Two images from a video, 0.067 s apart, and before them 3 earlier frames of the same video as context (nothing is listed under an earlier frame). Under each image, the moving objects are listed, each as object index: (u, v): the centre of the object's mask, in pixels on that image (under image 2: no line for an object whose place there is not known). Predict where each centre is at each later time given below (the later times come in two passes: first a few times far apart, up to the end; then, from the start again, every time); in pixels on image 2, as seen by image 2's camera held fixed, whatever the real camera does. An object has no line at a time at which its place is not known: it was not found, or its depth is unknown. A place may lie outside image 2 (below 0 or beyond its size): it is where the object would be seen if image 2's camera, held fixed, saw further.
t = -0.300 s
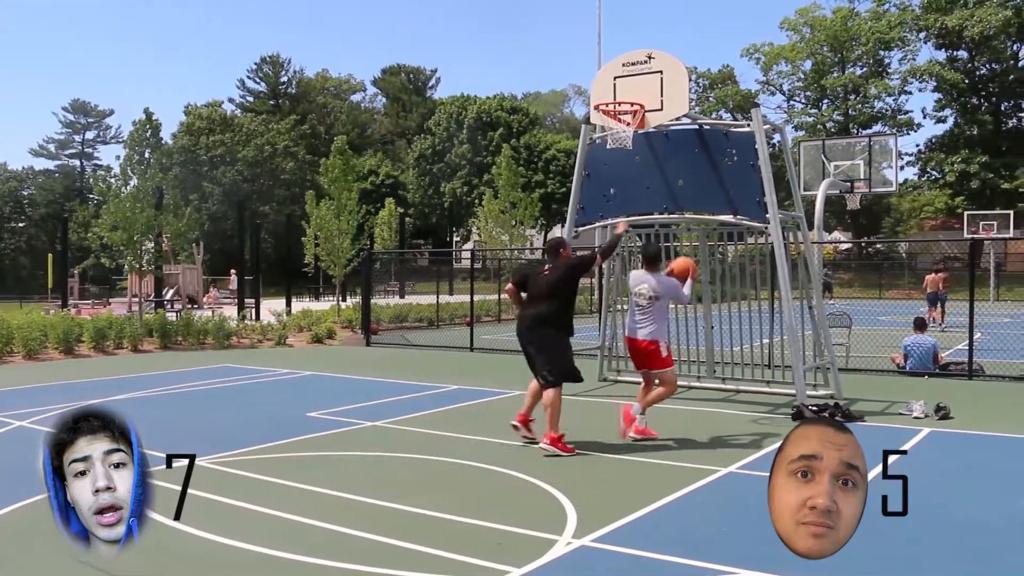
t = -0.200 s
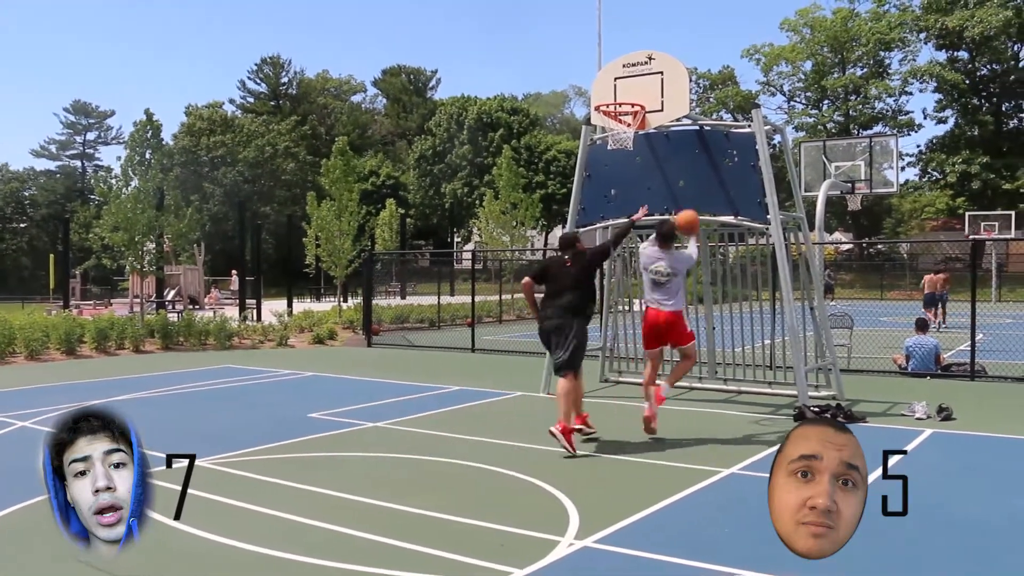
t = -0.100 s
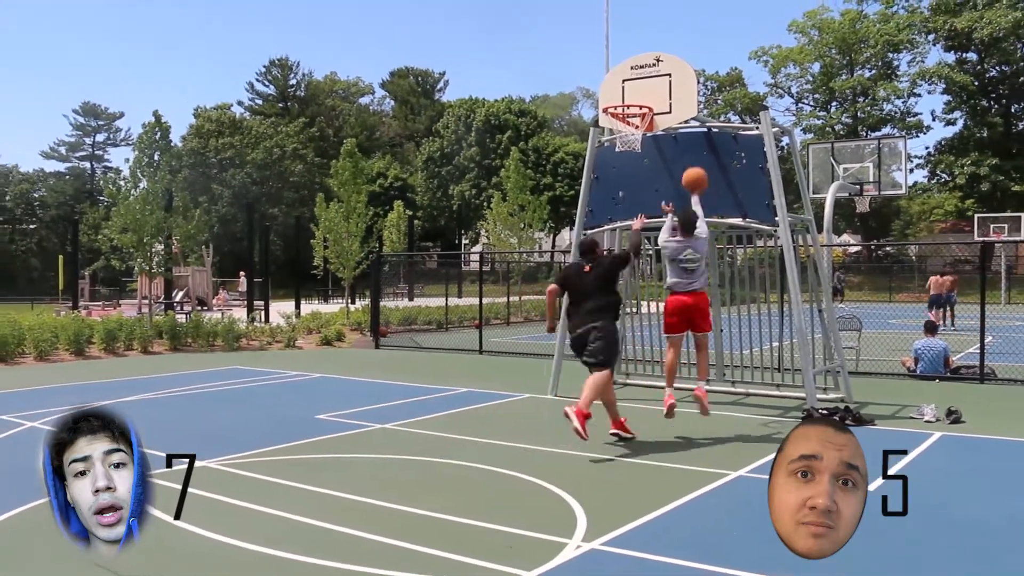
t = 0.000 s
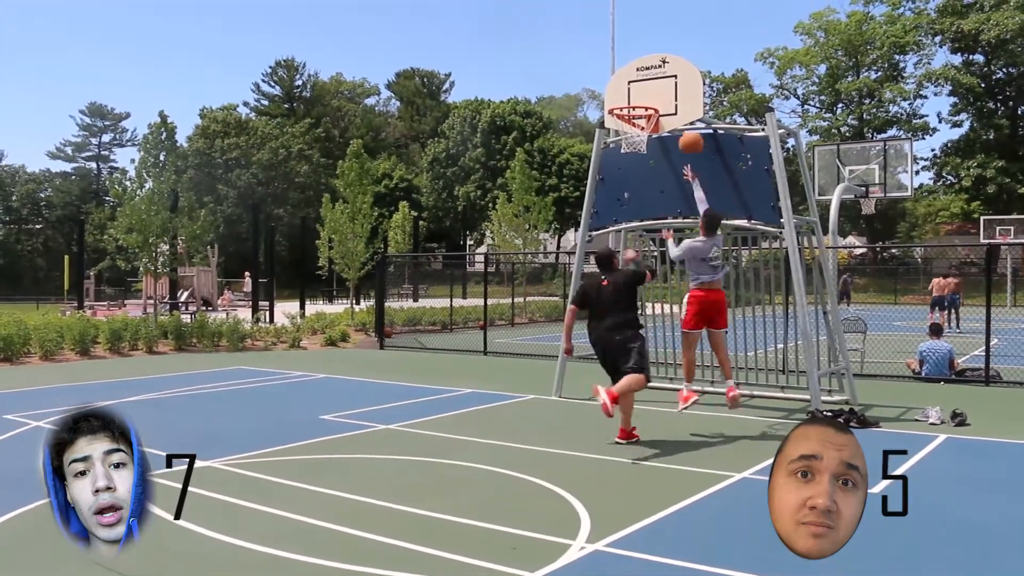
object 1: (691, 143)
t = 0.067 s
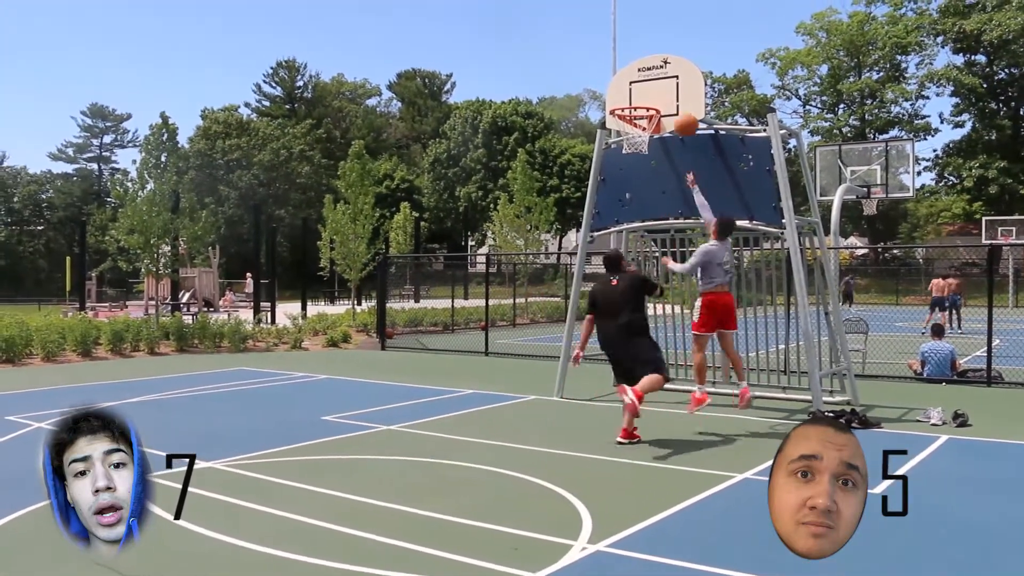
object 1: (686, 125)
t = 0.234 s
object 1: (670, 99)
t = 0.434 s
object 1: (647, 95)
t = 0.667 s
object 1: (623, 128)
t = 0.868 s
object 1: (633, 159)
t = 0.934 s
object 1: (637, 173)
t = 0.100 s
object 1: (684, 119)
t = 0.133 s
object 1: (680, 112)
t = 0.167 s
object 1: (677, 107)
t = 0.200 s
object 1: (674, 103)
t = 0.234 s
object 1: (670, 99)
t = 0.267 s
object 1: (666, 96)
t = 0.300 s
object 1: (662, 94)
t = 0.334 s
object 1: (658, 92)
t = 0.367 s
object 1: (655, 92)
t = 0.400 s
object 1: (651, 92)
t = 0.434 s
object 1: (647, 95)
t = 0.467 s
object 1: (644, 97)
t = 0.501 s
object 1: (641, 100)
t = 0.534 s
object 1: (637, 108)
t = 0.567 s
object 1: (634, 115)
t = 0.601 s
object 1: (630, 122)
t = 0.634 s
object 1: (626, 124)
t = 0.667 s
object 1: (623, 128)
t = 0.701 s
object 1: (624, 136)
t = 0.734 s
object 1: (625, 136)
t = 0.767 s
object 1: (629, 145)
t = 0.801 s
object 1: (629, 146)
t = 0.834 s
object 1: (630, 153)
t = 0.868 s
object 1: (633, 159)
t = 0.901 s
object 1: (635, 163)
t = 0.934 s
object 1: (637, 173)
